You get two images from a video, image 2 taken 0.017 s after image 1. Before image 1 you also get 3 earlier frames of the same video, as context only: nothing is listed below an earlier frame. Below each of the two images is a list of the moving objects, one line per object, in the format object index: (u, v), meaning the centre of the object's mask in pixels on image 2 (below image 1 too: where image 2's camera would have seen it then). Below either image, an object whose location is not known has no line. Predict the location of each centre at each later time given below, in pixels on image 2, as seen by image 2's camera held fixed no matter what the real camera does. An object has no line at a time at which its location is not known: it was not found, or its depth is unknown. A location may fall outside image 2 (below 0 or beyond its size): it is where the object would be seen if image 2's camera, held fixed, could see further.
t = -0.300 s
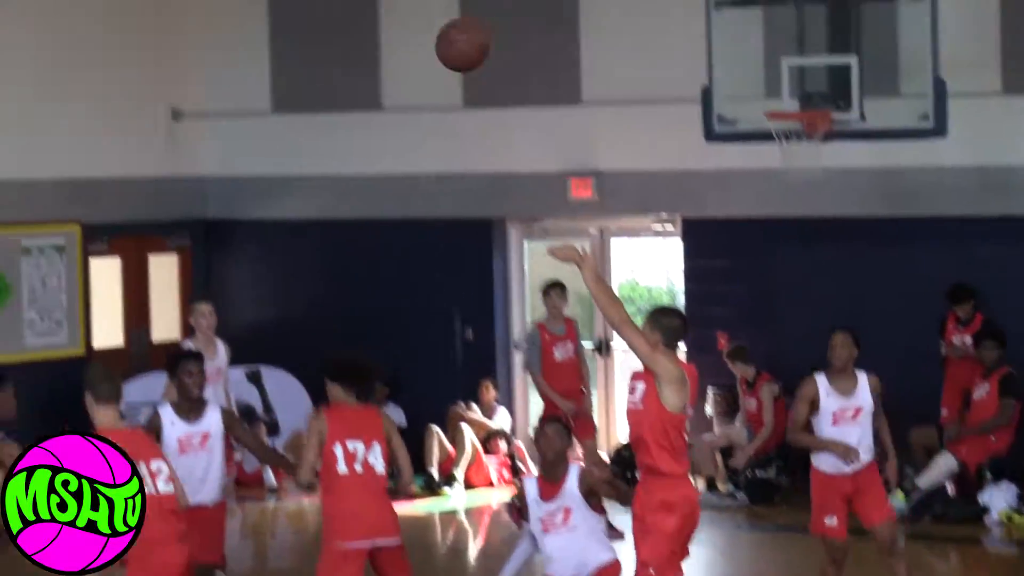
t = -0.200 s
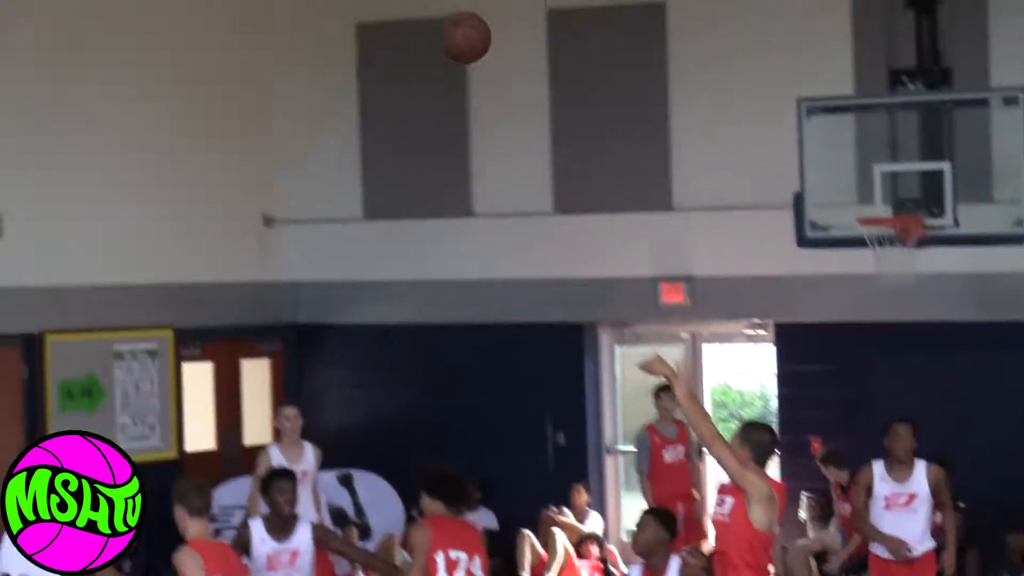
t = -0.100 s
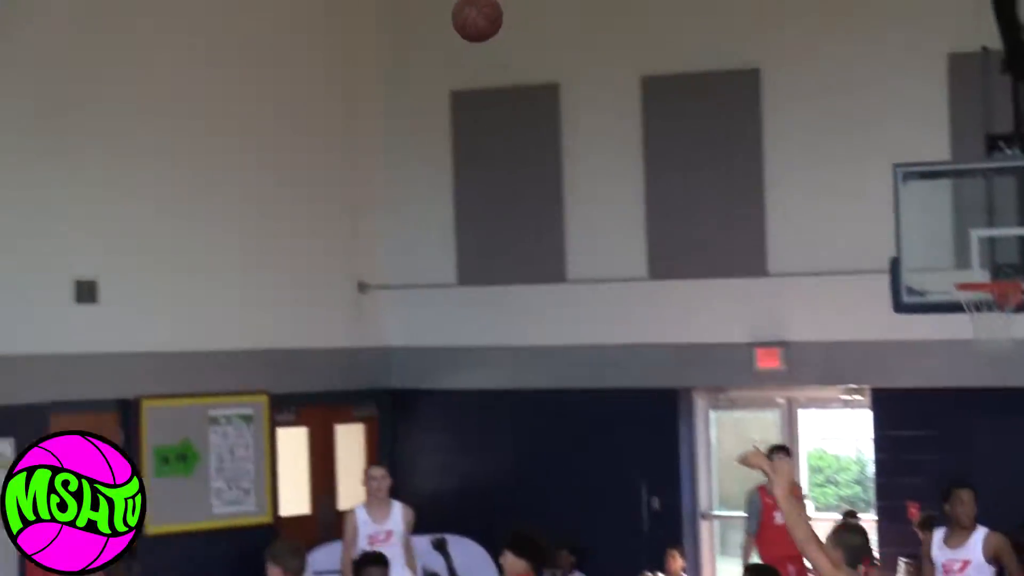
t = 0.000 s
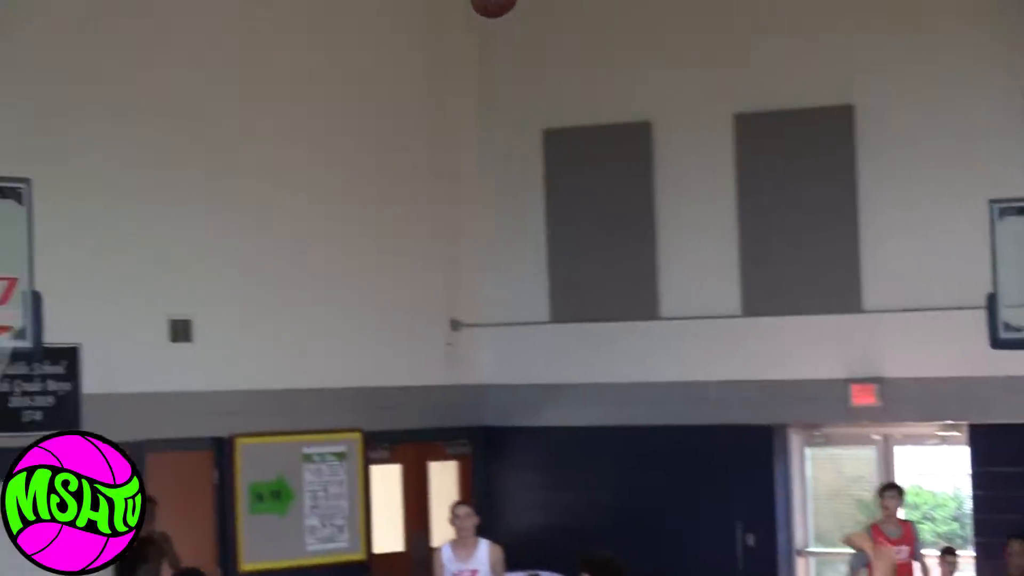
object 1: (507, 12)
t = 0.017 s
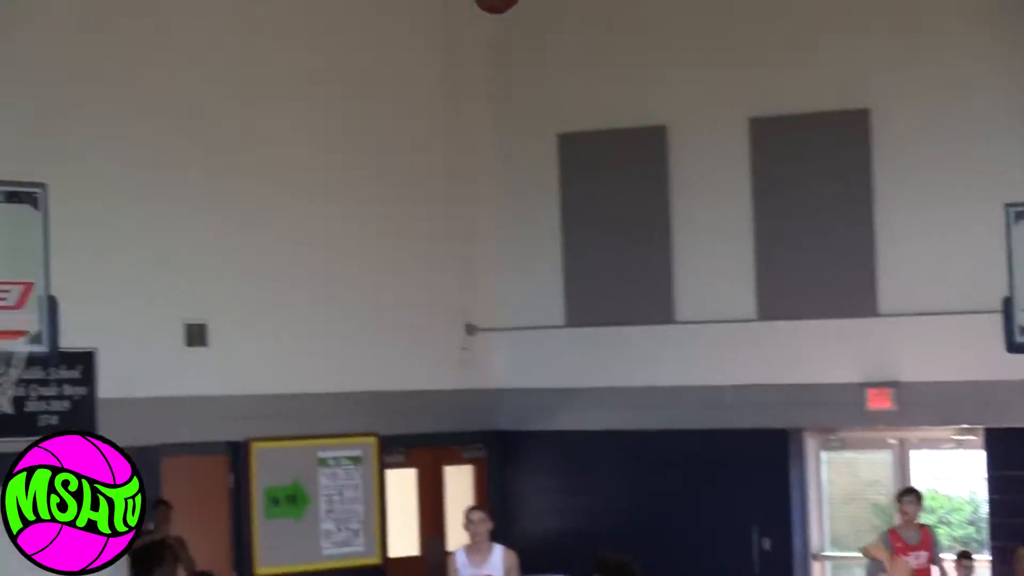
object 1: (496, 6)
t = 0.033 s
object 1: (484, 0)
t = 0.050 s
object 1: (473, -5)
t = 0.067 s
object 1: (461, -9)
